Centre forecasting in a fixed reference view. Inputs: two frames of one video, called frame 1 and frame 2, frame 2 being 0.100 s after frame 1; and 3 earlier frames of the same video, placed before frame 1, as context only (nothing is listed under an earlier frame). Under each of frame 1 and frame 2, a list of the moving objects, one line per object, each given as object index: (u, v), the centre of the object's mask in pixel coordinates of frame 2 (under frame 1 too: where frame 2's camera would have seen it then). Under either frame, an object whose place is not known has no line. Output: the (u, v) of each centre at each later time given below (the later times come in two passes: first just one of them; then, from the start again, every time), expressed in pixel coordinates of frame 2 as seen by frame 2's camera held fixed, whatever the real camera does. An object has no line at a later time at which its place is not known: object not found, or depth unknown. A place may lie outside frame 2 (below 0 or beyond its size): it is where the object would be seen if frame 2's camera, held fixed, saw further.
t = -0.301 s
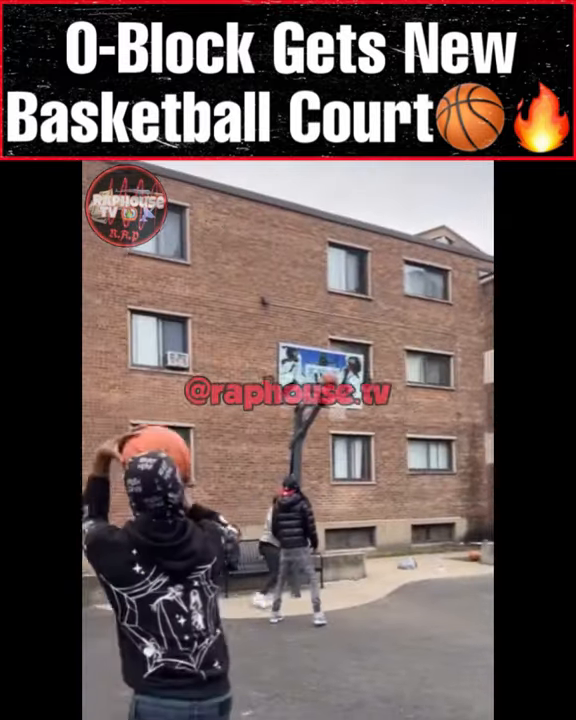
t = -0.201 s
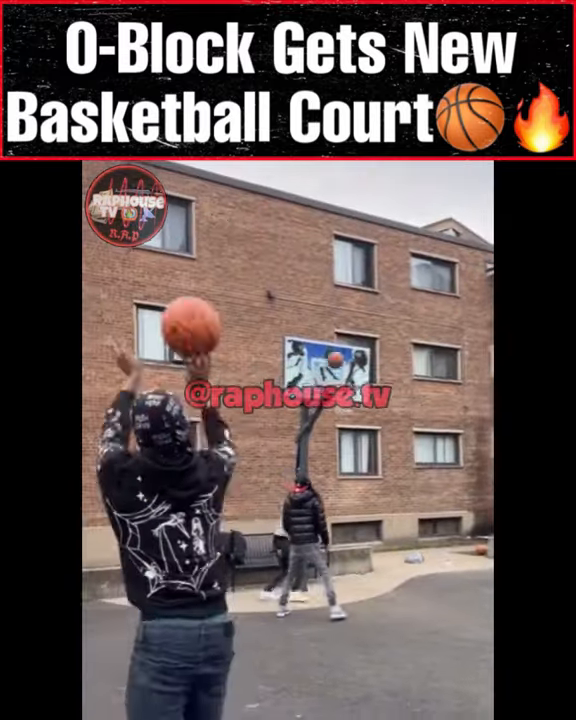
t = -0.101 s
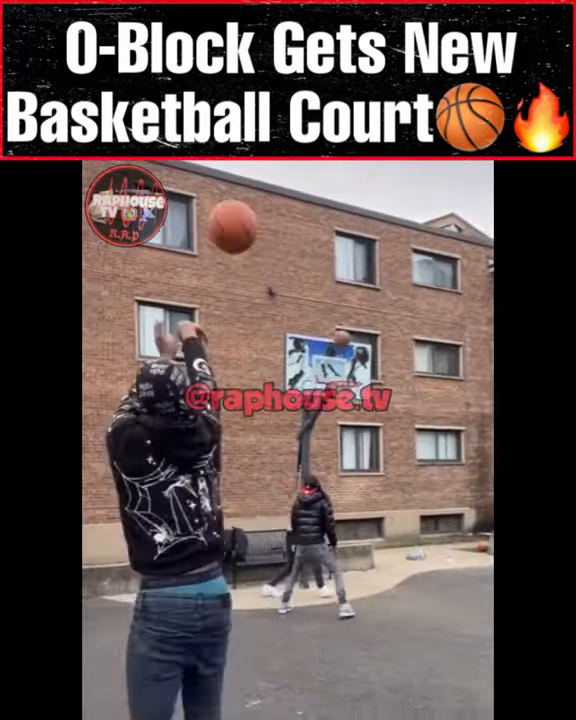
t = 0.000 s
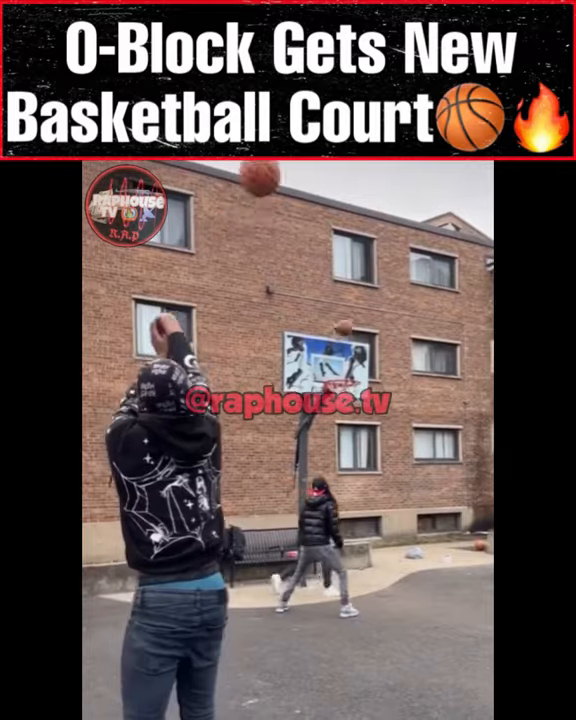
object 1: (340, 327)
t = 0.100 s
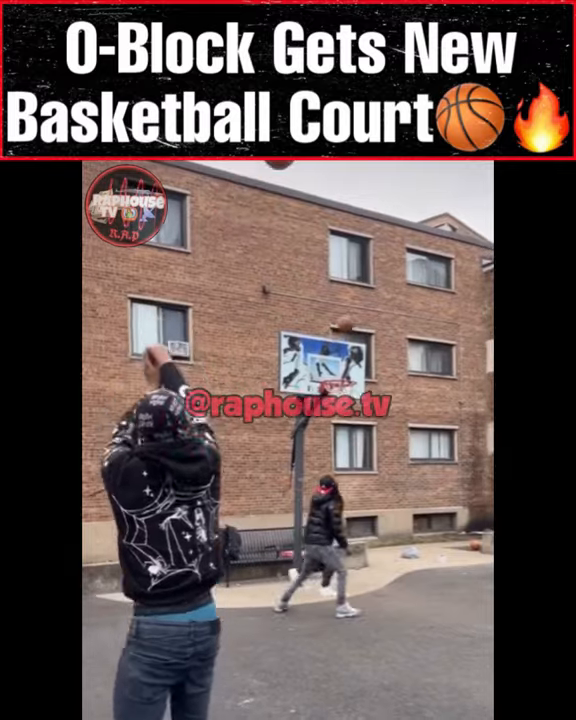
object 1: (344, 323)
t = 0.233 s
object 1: (352, 327)
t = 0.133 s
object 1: (346, 324)
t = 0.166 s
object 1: (348, 323)
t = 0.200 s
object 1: (350, 325)
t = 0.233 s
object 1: (352, 327)
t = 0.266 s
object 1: (354, 332)
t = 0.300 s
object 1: (356, 333)
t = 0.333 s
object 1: (357, 332)
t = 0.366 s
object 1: (358, 331)
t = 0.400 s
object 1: (358, 331)
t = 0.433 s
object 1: (360, 329)
